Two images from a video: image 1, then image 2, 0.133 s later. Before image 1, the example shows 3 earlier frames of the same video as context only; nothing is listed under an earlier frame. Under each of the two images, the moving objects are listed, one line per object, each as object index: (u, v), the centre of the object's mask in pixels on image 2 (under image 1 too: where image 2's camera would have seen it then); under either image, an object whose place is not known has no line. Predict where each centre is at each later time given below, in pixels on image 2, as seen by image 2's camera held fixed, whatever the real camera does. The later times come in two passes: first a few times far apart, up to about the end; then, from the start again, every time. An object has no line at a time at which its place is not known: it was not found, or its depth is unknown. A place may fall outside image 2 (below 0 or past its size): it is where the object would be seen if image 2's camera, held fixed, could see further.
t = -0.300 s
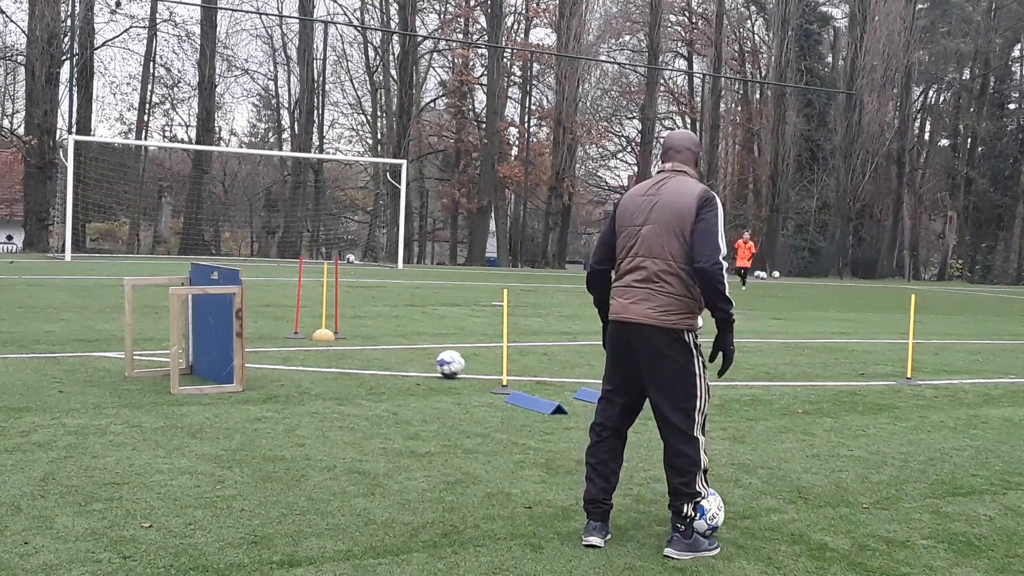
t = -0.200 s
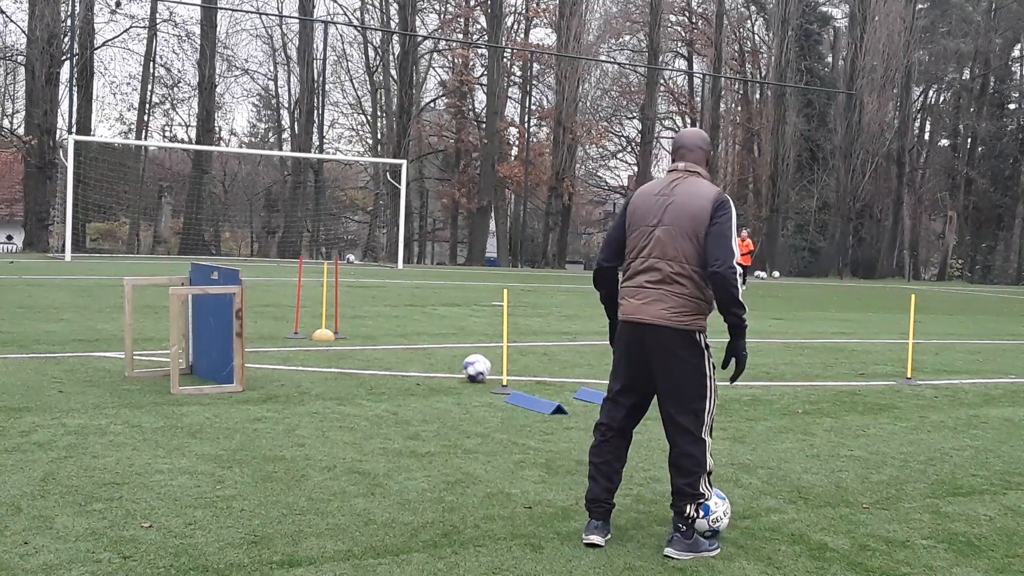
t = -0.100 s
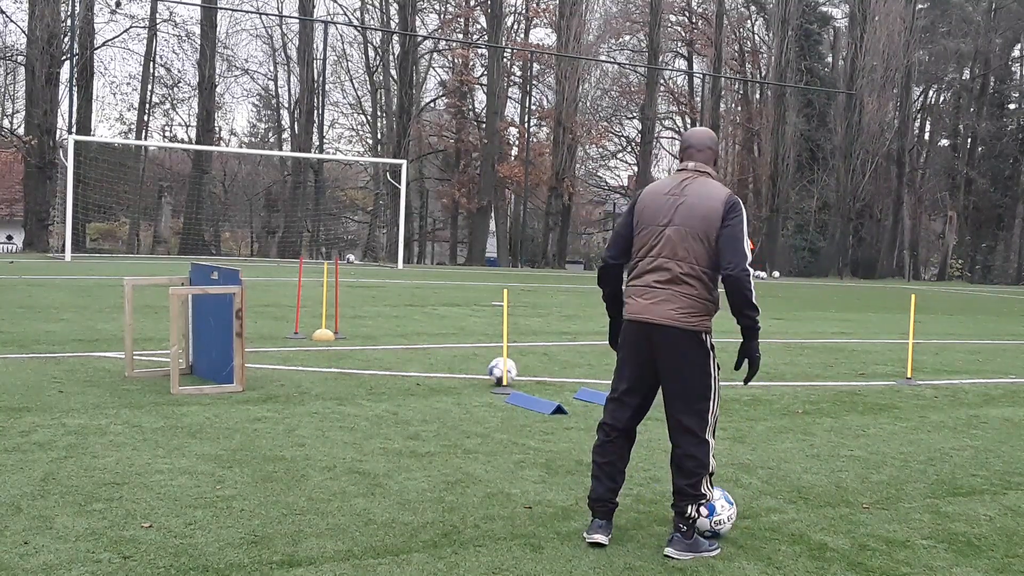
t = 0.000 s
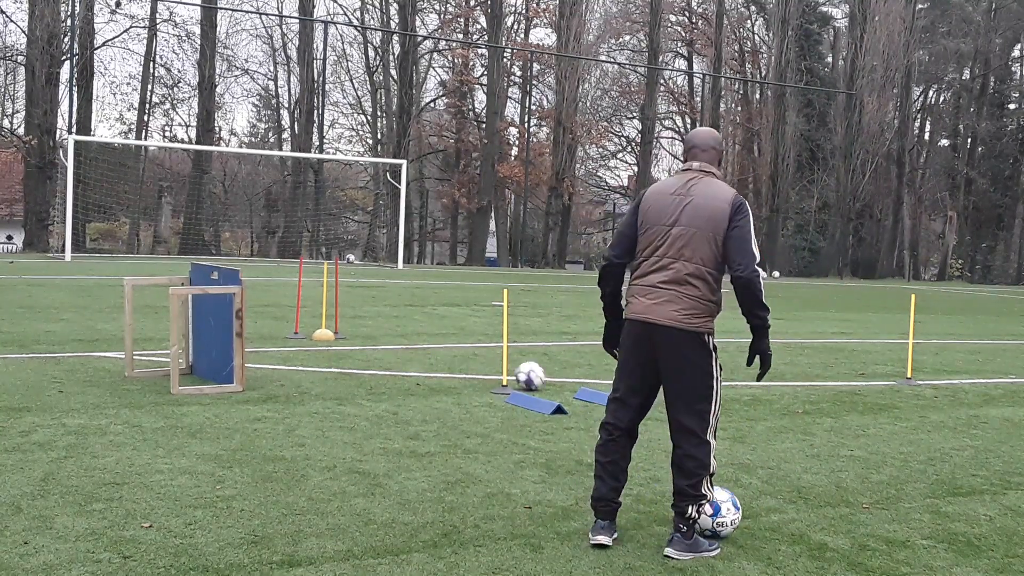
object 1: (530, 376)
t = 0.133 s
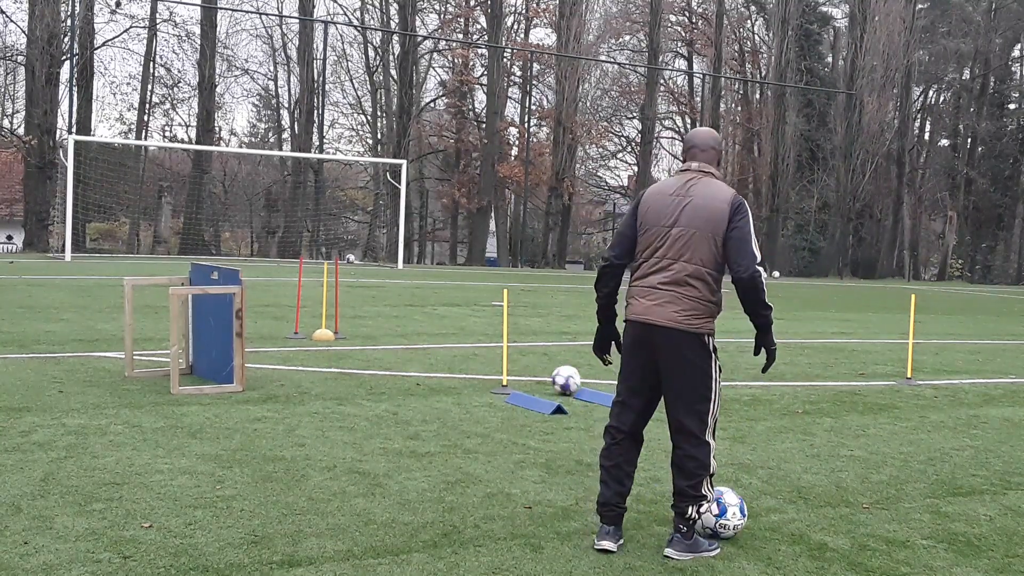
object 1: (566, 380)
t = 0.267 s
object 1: (581, 371)
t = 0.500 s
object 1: (599, 378)
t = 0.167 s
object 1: (574, 380)
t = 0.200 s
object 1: (576, 376)
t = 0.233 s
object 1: (579, 373)
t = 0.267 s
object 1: (581, 371)
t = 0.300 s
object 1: (583, 371)
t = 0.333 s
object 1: (585, 373)
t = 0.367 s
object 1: (587, 375)
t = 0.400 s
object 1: (589, 378)
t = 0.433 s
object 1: (591, 382)
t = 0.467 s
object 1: (596, 380)
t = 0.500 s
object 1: (599, 378)
